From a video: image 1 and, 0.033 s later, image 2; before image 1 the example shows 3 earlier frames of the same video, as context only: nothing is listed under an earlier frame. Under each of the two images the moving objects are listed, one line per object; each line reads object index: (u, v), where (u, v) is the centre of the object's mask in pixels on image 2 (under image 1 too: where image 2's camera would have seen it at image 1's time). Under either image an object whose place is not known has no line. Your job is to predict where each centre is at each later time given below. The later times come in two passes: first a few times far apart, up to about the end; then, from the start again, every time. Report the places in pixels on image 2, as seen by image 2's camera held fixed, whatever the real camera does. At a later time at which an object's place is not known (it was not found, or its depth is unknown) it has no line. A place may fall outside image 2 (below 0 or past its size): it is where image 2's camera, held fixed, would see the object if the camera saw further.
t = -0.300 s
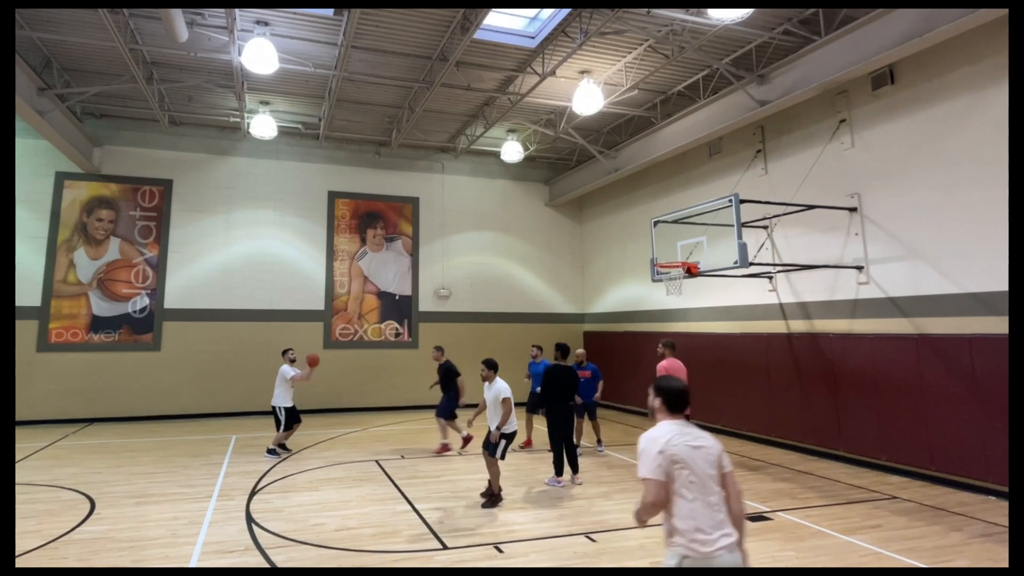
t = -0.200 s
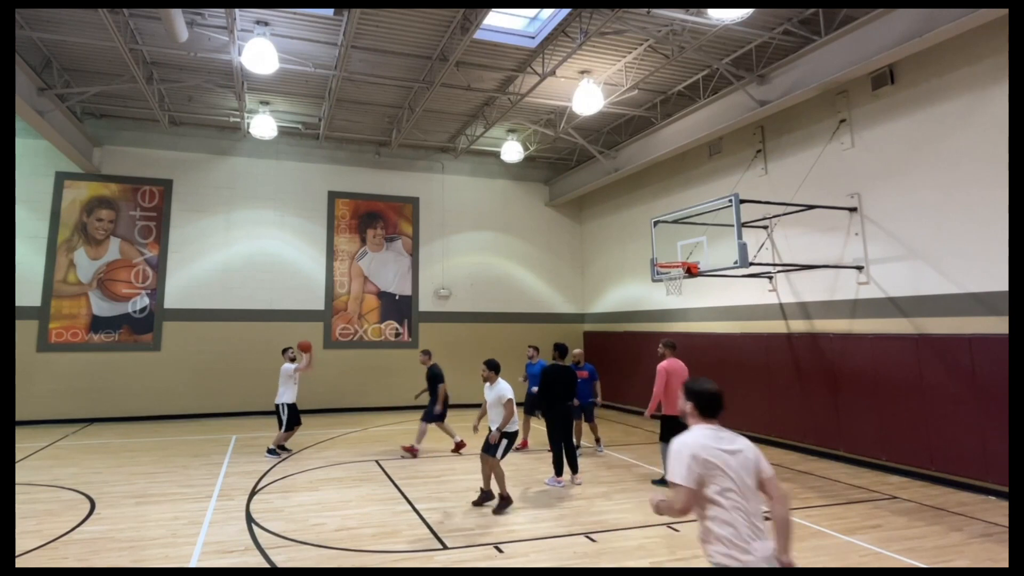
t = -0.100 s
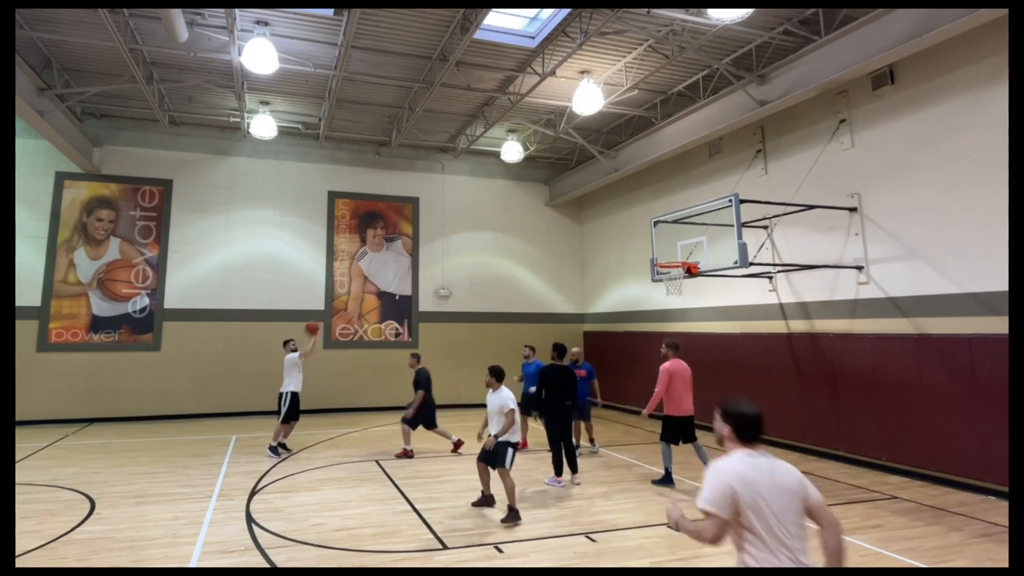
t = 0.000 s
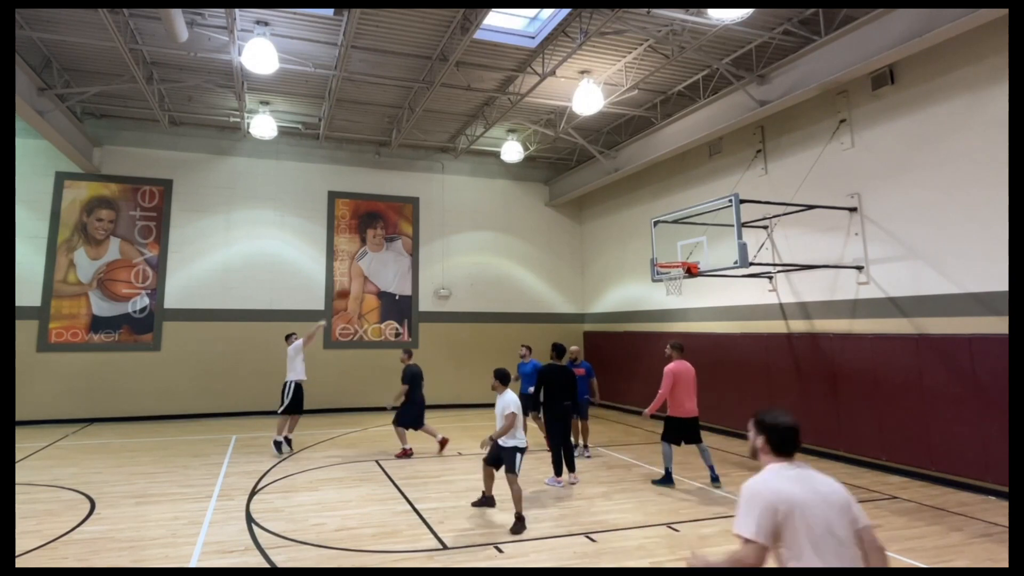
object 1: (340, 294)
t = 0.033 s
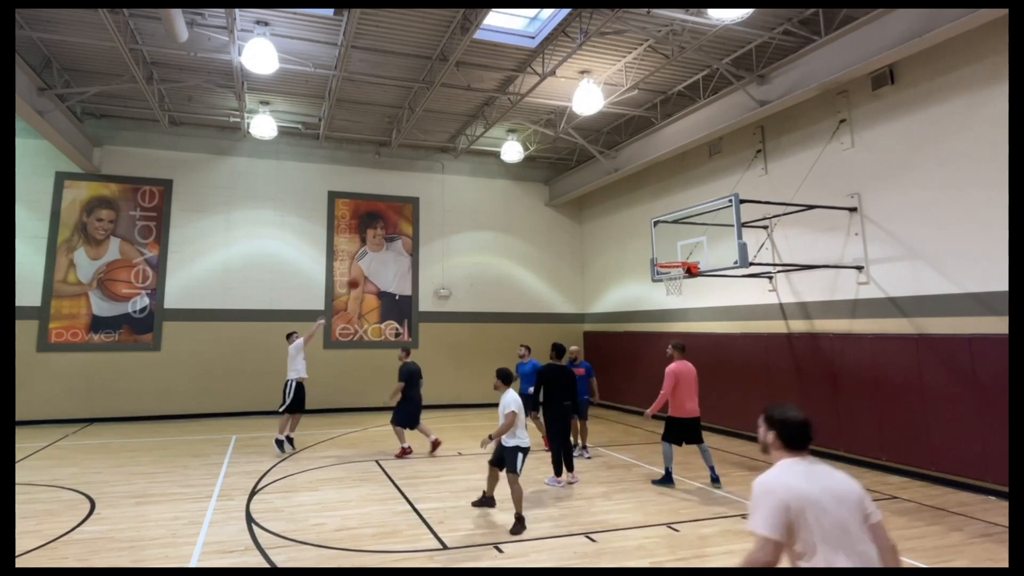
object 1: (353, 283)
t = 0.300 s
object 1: (432, 217)
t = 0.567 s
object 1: (519, 203)
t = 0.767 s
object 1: (584, 214)
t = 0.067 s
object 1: (363, 273)
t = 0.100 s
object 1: (374, 264)
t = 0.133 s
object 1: (384, 256)
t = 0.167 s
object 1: (394, 247)
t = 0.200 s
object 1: (407, 241)
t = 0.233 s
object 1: (415, 234)
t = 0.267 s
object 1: (425, 228)
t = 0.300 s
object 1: (432, 217)
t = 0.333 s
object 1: (444, 215)
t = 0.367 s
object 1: (455, 213)
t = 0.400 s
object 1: (466, 210)
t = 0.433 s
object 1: (476, 207)
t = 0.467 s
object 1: (486, 205)
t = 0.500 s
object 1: (497, 204)
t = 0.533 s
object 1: (509, 203)
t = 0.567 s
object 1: (519, 203)
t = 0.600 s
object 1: (530, 203)
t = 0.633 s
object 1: (540, 204)
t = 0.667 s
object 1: (551, 205)
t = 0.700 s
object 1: (562, 208)
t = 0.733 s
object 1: (573, 210)
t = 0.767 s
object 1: (584, 214)
